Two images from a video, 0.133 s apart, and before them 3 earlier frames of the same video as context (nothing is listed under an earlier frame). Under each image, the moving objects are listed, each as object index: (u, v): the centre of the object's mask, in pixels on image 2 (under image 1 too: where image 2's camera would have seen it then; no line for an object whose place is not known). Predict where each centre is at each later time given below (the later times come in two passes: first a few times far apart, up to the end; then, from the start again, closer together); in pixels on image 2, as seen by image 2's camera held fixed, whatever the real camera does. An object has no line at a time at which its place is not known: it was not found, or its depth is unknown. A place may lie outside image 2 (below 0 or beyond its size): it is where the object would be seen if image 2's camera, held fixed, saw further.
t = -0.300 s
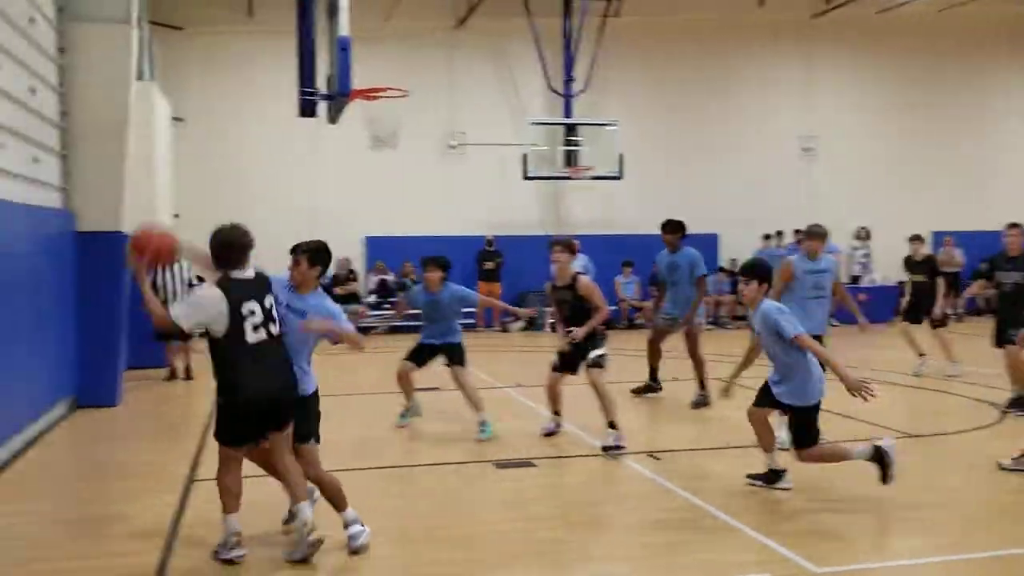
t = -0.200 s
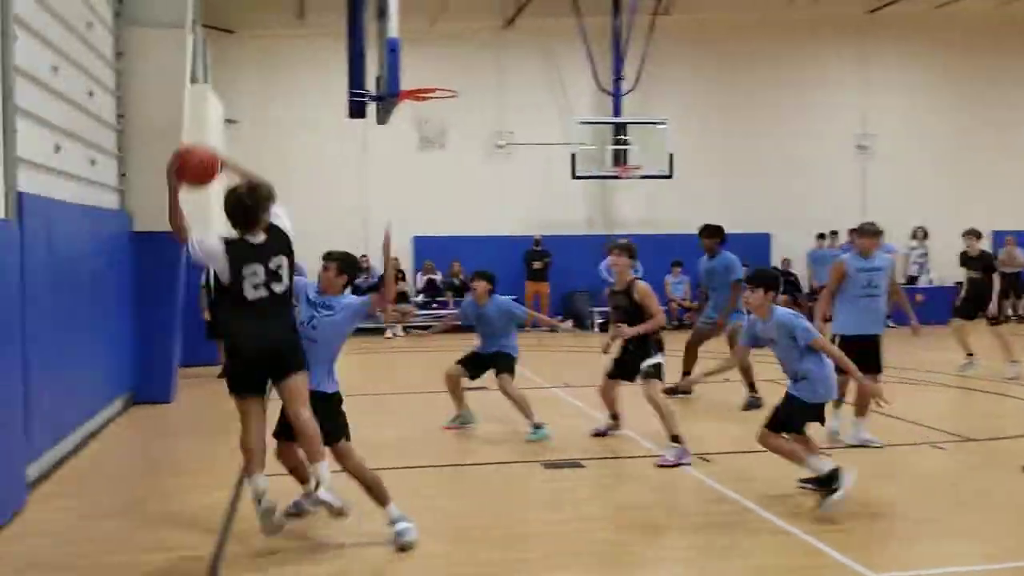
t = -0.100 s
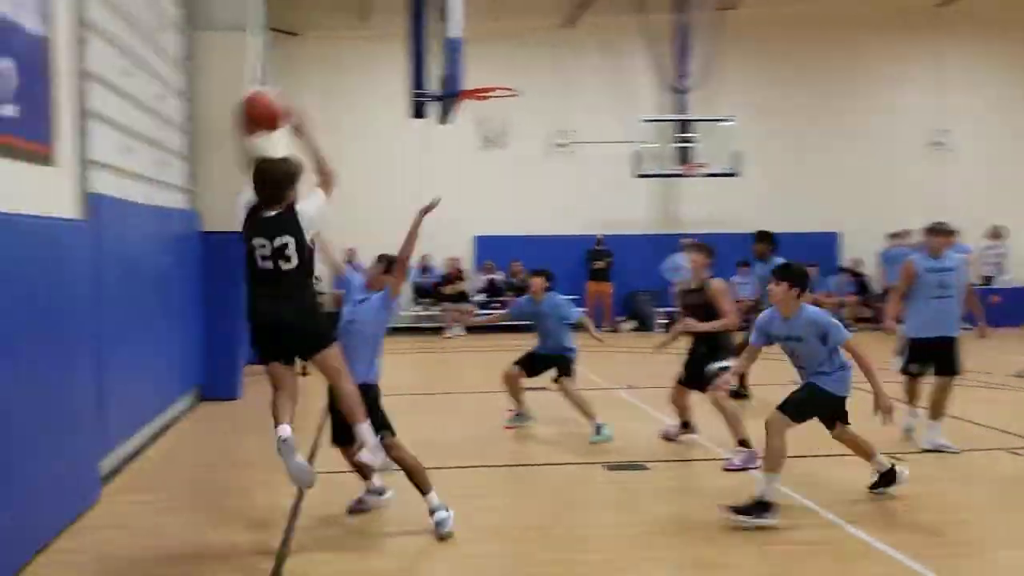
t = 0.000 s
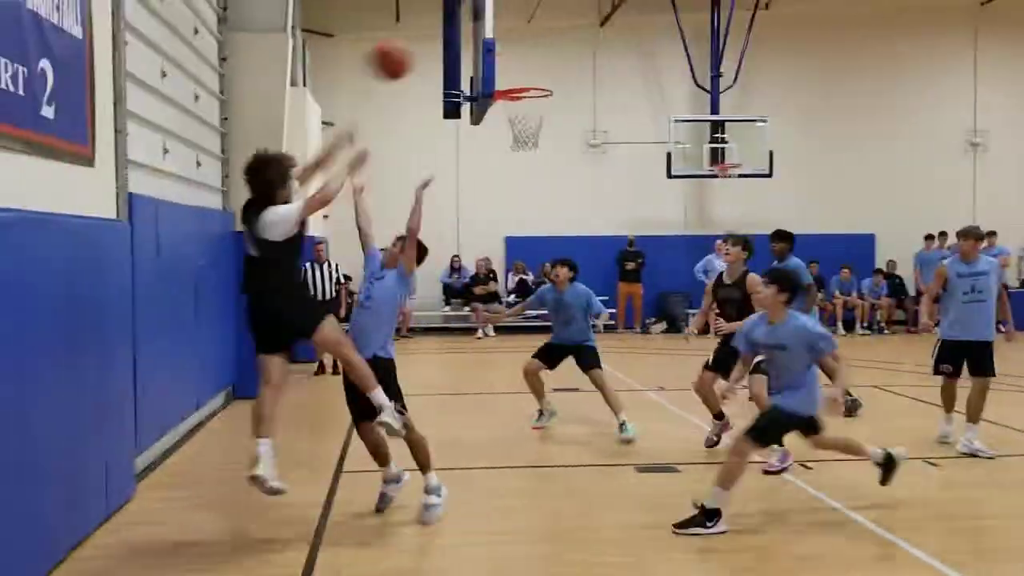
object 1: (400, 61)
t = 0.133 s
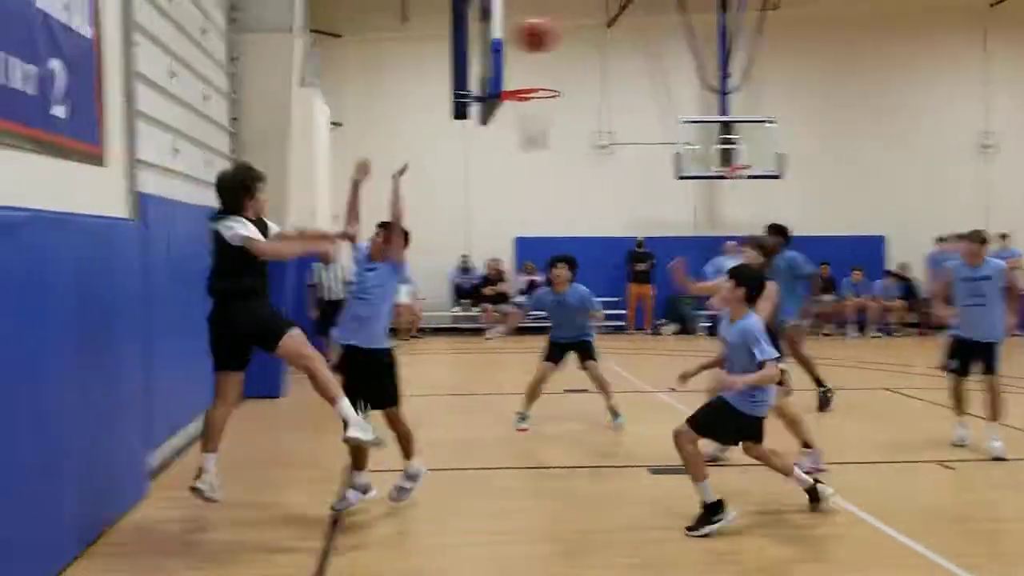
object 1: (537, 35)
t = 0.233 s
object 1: (621, 34)
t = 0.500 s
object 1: (788, 83)
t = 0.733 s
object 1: (893, 168)
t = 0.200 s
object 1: (596, 34)
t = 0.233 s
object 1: (621, 34)
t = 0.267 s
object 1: (645, 36)
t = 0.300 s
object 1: (668, 40)
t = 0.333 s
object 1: (690, 46)
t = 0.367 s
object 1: (712, 52)
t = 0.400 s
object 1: (731, 59)
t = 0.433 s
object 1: (751, 66)
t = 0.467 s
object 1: (769, 75)
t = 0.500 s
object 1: (788, 83)
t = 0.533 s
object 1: (804, 94)
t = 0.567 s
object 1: (819, 105)
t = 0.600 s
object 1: (835, 116)
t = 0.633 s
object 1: (850, 128)
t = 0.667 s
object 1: (868, 139)
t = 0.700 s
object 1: (881, 153)
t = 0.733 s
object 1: (893, 168)
